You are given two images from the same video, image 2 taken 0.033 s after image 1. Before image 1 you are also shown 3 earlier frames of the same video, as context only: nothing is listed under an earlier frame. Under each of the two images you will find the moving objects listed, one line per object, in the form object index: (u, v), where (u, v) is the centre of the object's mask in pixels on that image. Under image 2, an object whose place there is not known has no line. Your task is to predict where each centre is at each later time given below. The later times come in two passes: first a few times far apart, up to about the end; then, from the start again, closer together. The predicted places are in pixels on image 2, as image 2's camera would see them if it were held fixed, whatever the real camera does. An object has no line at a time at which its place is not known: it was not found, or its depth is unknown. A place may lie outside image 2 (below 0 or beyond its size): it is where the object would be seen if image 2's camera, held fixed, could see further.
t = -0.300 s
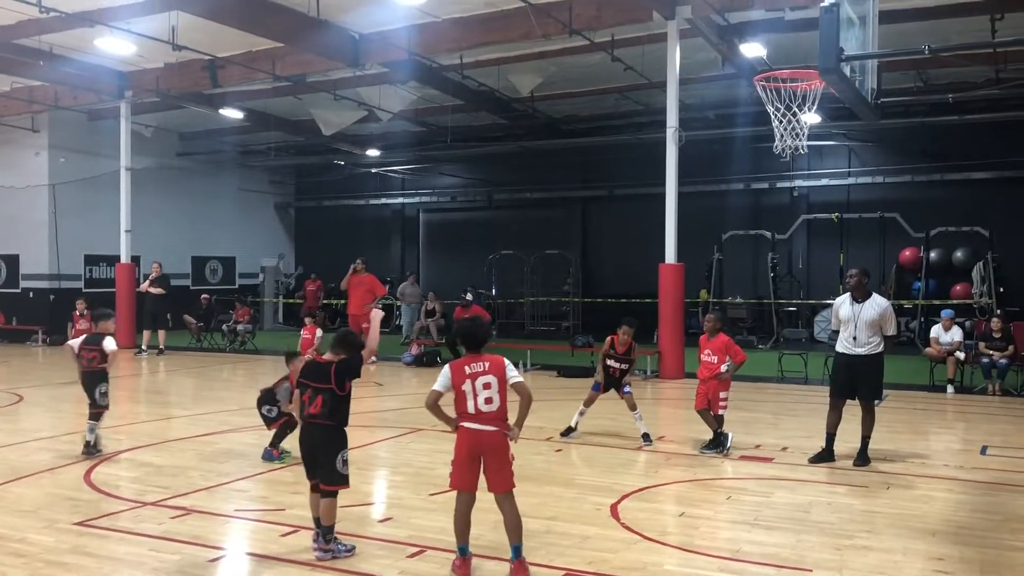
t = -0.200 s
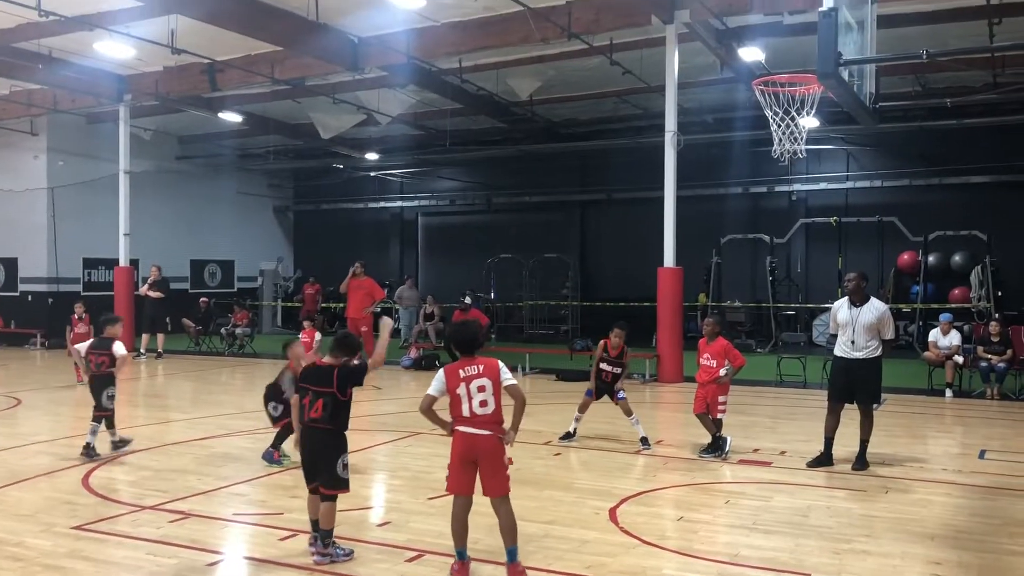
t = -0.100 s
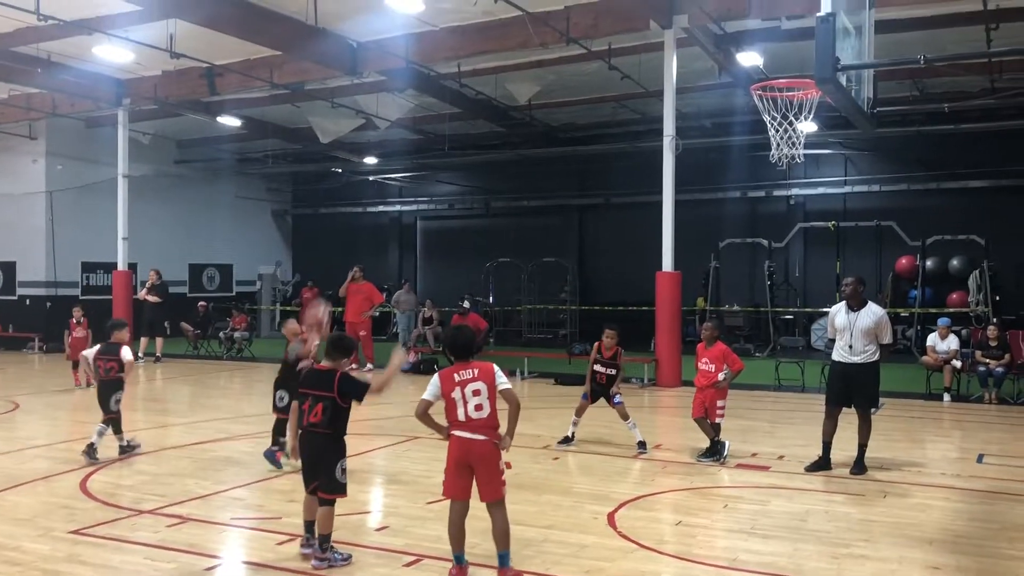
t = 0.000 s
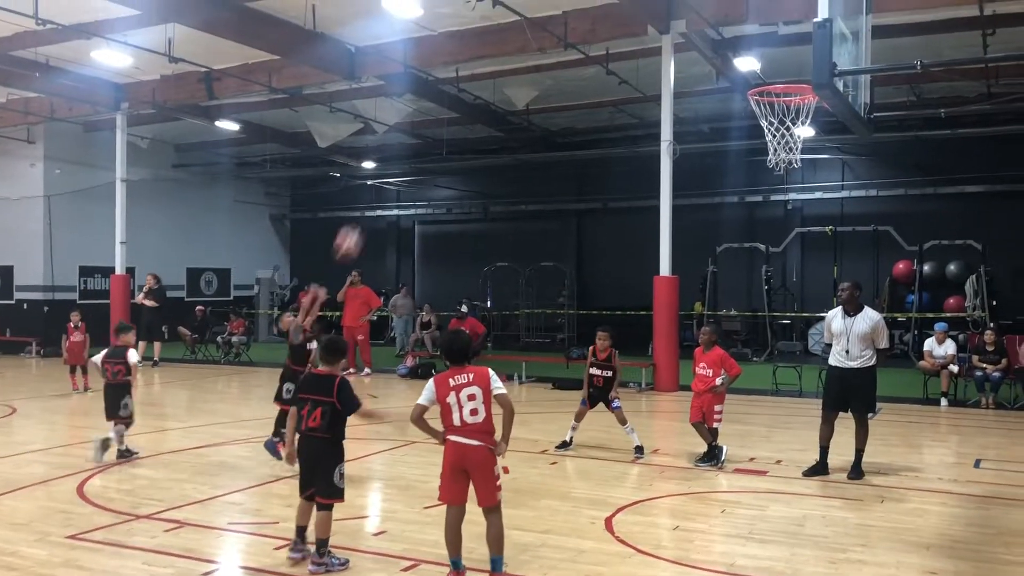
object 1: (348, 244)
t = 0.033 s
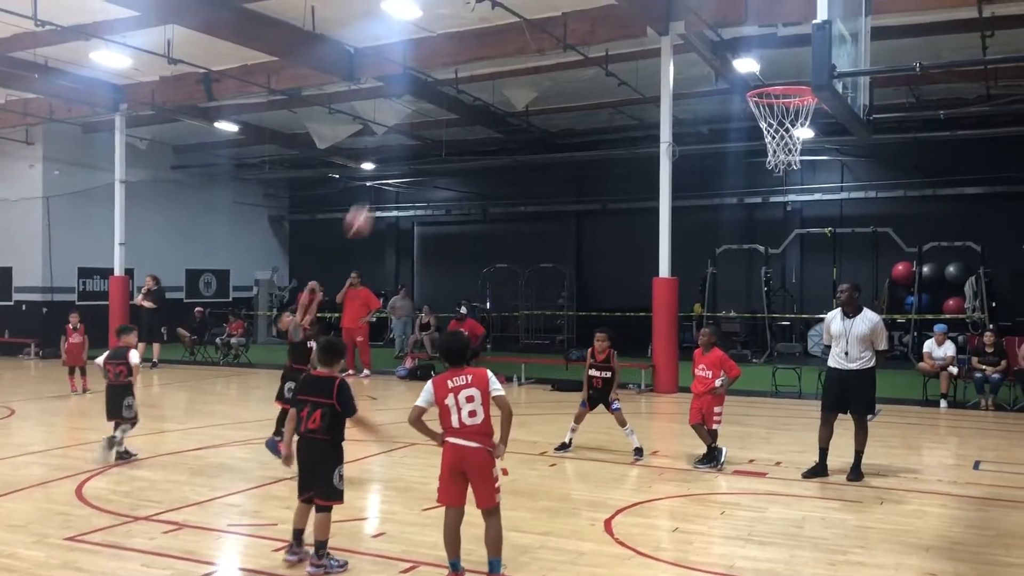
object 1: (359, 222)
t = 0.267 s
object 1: (443, 81)
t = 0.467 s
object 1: (520, 4)
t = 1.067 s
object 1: (775, 68)
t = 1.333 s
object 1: (772, 226)
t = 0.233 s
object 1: (431, 97)
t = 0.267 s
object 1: (443, 81)
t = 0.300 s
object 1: (455, 64)
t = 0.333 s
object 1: (468, 50)
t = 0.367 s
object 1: (481, 38)
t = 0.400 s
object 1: (493, 25)
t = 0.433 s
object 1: (507, 14)
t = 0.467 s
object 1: (520, 4)
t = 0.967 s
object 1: (730, 25)
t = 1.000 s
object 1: (745, 39)
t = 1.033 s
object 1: (760, 52)
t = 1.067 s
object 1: (775, 68)
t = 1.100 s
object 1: (790, 86)
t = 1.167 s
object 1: (795, 125)
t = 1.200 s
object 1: (791, 145)
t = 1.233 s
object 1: (785, 164)
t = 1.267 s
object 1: (781, 180)
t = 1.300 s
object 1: (776, 204)
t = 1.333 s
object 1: (772, 226)
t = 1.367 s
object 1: (767, 249)
